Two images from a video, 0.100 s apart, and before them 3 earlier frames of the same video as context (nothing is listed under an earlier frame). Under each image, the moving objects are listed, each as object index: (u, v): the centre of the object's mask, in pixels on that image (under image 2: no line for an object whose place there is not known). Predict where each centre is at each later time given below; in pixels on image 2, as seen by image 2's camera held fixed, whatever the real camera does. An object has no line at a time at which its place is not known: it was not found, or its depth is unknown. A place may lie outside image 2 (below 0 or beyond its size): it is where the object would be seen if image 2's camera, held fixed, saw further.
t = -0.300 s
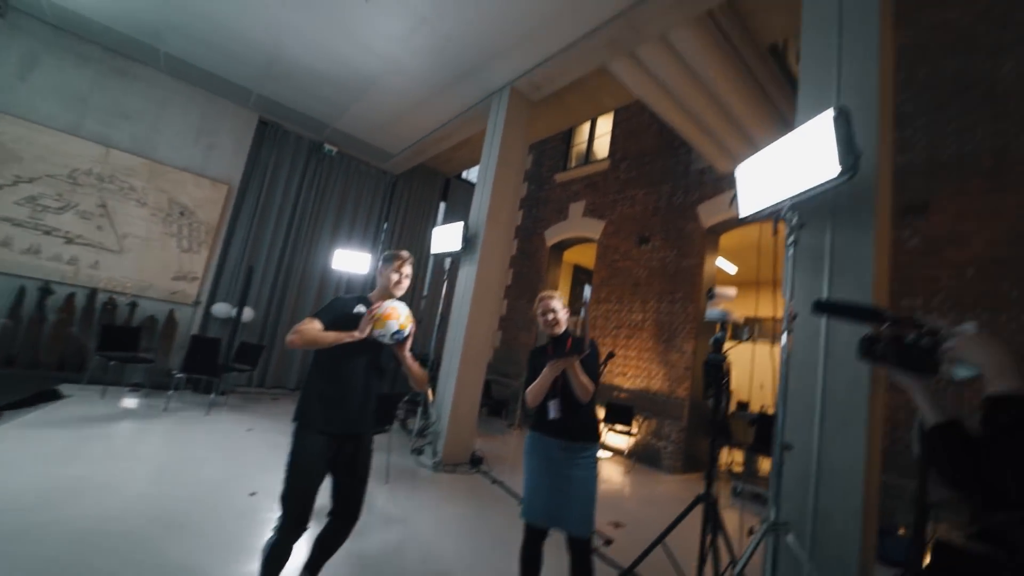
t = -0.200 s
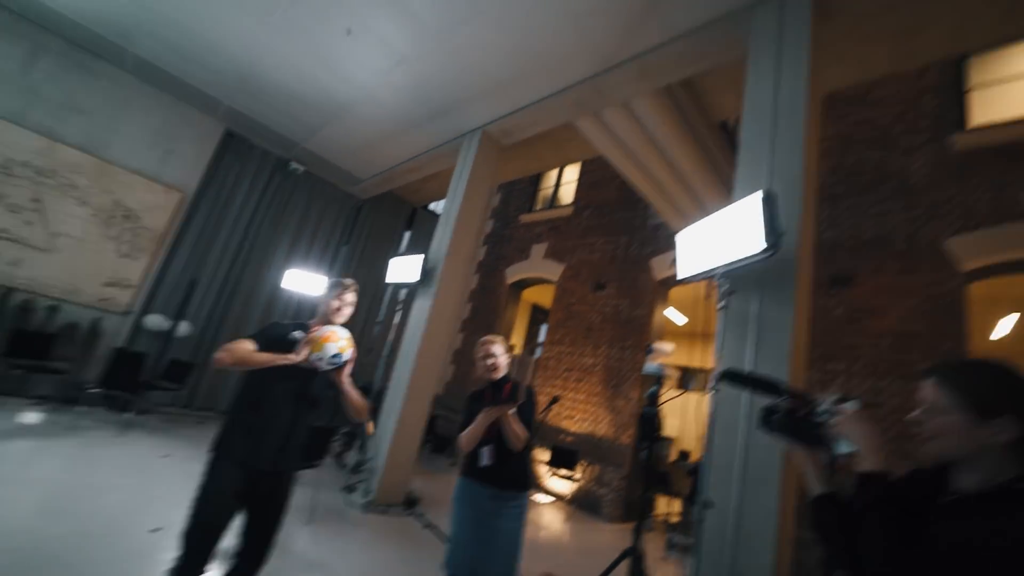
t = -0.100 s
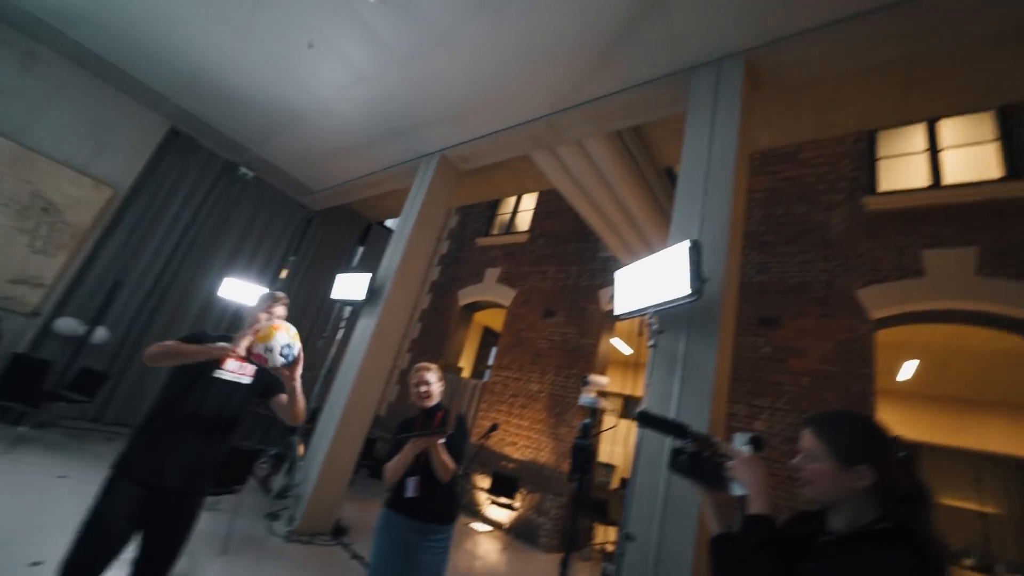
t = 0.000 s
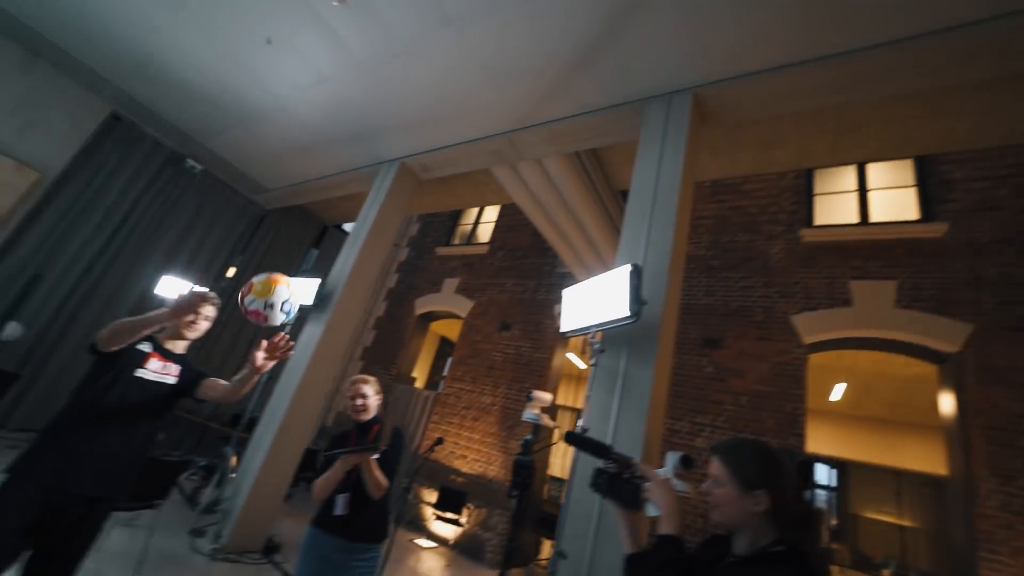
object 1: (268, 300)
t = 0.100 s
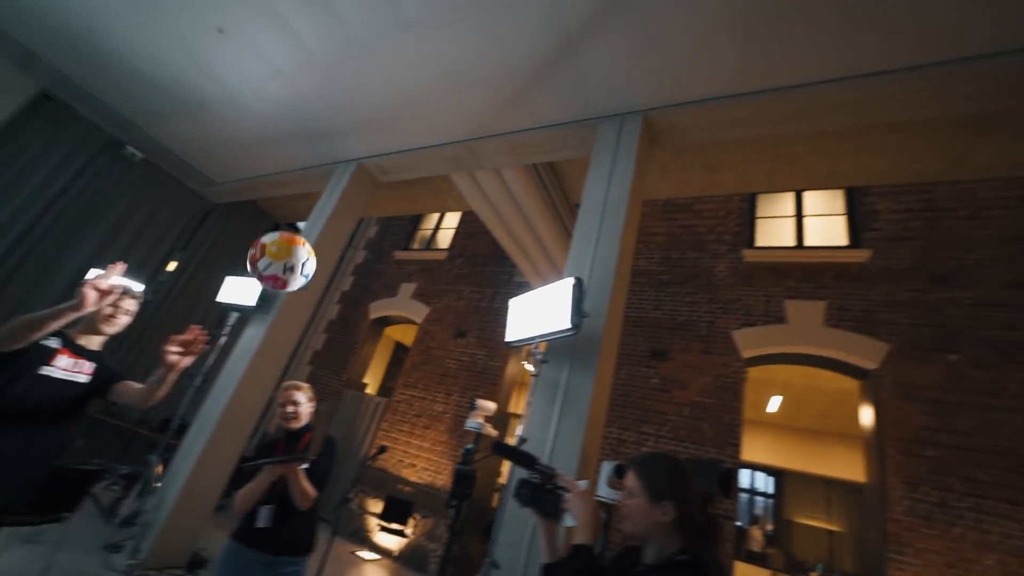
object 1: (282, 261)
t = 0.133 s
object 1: (305, 253)
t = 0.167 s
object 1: (329, 245)
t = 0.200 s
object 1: (352, 241)
